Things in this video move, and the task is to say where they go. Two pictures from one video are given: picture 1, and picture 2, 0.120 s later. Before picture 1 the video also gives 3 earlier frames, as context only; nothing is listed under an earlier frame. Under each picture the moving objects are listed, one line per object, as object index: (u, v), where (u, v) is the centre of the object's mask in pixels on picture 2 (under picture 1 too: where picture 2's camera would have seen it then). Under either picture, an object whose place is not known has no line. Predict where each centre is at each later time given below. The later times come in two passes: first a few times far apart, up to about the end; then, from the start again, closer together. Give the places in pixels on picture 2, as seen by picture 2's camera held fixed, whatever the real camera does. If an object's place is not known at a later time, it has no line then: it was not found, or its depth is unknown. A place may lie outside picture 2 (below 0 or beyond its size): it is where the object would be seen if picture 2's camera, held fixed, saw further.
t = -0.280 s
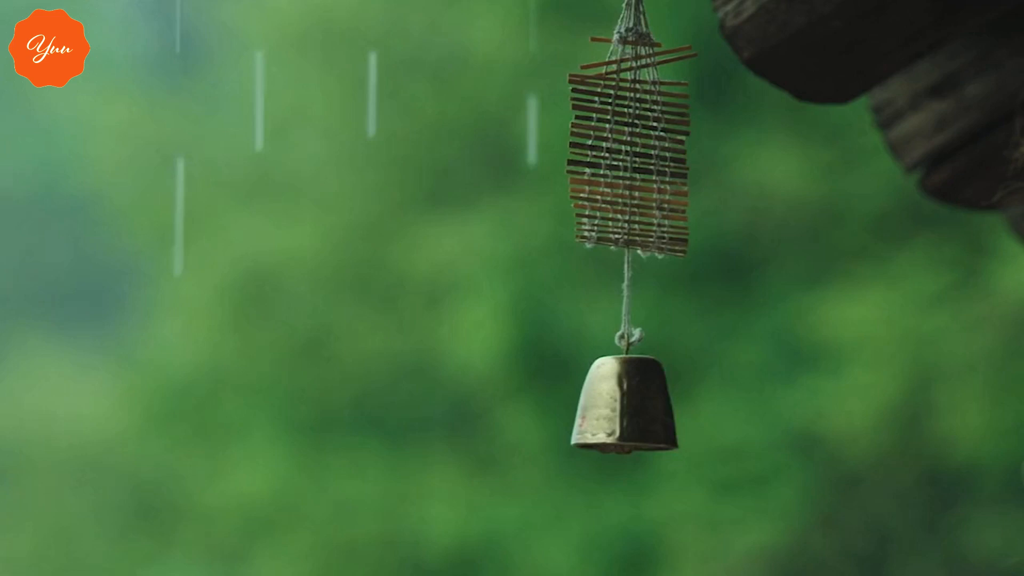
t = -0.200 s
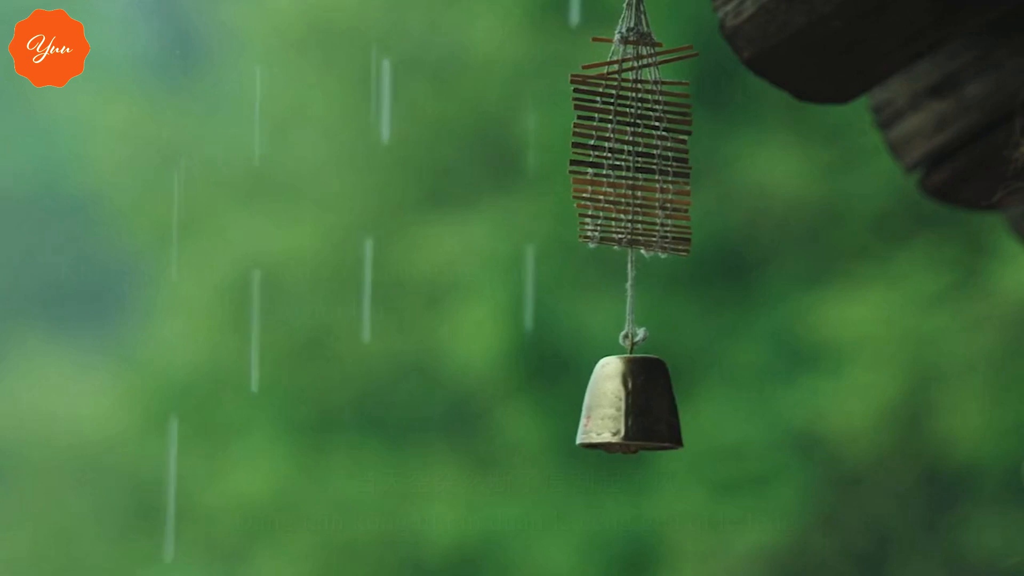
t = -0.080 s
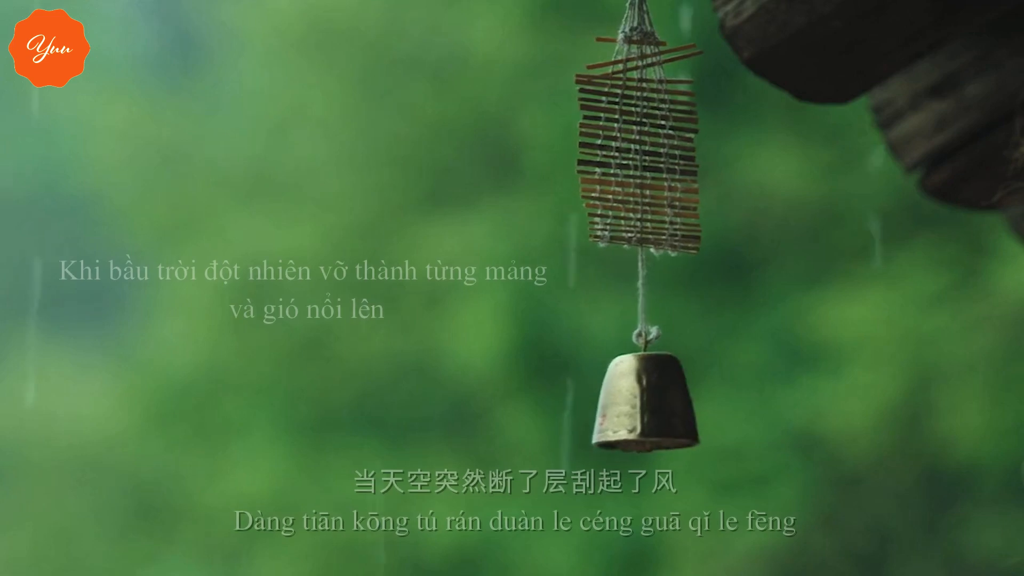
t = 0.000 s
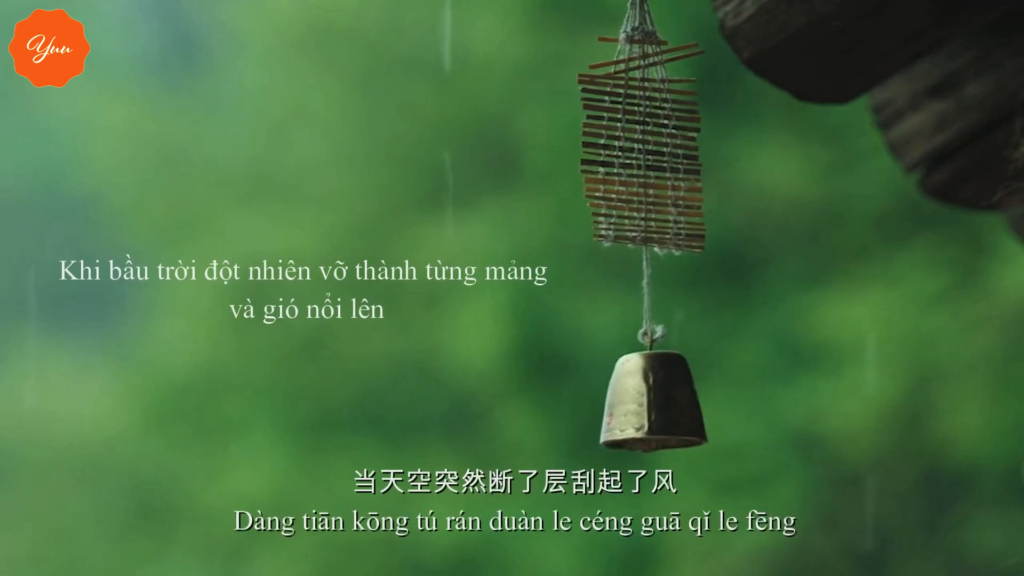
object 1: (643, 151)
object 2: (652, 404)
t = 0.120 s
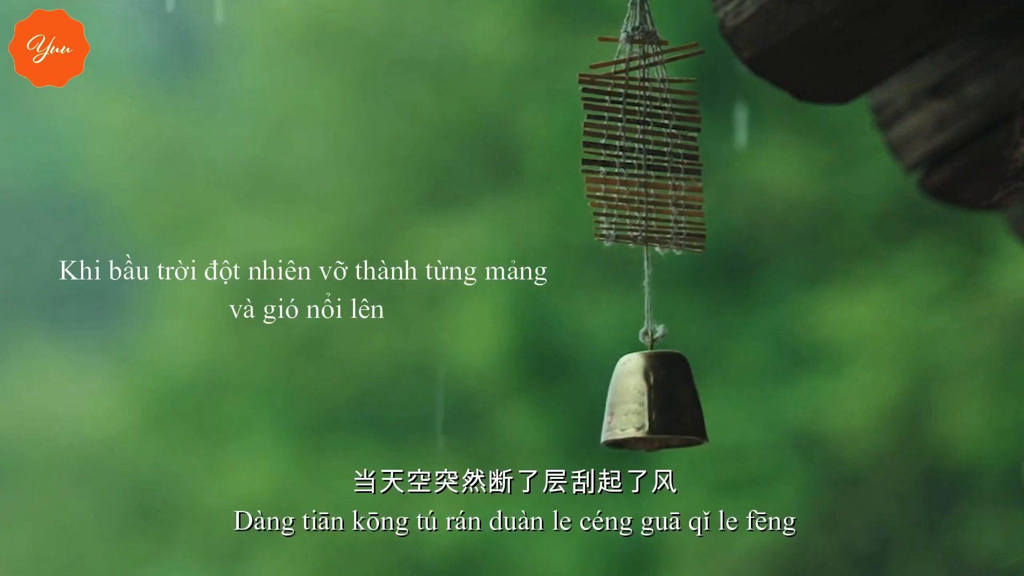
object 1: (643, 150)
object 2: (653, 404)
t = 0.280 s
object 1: (637, 151)
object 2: (638, 405)
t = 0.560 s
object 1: (626, 152)
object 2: (615, 408)
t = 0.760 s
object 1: (631, 152)
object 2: (627, 407)
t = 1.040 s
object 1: (643, 150)
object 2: (652, 404)
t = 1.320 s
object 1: (637, 151)
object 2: (638, 406)
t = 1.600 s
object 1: (626, 152)
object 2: (615, 407)
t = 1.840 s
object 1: (633, 151)
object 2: (631, 407)
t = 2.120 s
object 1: (644, 150)
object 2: (654, 404)
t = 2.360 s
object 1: (637, 151)
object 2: (638, 405)
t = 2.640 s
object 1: (626, 152)
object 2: (615, 408)
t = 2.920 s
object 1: (633, 151)
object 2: (631, 407)
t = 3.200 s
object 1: (644, 150)
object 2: (654, 404)
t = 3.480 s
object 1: (634, 151)
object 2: (632, 406)
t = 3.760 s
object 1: (626, 152)
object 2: (616, 408)
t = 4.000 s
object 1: (633, 151)
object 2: (631, 407)
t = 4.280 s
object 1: (644, 150)
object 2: (654, 404)
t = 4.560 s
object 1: (634, 151)
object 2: (633, 406)
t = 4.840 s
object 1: (626, 152)
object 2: (616, 408)
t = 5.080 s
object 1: (636, 151)
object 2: (636, 406)
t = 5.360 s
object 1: (640, 150)
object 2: (651, 404)
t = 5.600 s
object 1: (634, 151)
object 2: (632, 406)
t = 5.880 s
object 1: (626, 152)
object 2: (616, 407)
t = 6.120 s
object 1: (636, 151)
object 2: (636, 406)
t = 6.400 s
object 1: (644, 150)
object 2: (654, 404)
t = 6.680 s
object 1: (632, 151)
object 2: (628, 406)
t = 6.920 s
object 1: (626, 152)
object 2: (616, 407)
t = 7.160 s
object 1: (636, 151)
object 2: (636, 406)
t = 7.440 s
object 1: (644, 150)
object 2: (654, 404)
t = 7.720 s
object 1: (632, 151)
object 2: (628, 406)
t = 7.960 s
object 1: (626, 152)
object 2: (616, 407)
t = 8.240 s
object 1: (638, 151)
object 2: (641, 406)
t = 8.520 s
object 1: (643, 150)
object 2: (653, 404)
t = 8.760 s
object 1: (632, 151)
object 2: (628, 406)
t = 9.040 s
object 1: (626, 152)
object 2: (616, 407)
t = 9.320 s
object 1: (638, 151)
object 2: (641, 405)
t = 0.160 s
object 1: (642, 150)
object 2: (650, 404)
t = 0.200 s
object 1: (641, 150)
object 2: (647, 404)
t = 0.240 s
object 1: (639, 151)
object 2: (642, 405)
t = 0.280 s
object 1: (637, 151)
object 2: (638, 405)
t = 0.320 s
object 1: (634, 151)
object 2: (632, 406)
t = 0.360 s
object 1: (632, 151)
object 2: (628, 406)
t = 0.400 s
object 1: (630, 152)
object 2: (623, 407)
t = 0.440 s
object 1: (628, 152)
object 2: (619, 407)
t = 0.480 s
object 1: (627, 152)
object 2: (616, 407)
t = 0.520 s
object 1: (626, 152)
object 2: (615, 407)
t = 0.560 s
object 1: (626, 152)
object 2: (615, 408)
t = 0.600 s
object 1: (626, 152)
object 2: (616, 407)
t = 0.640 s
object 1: (627, 152)
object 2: (617, 407)
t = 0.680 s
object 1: (627, 152)
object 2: (619, 407)
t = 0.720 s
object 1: (629, 152)
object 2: (622, 407)
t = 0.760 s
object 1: (631, 152)
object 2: (627, 407)
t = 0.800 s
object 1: (633, 152)
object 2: (631, 407)
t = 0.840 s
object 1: (636, 151)
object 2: (636, 406)
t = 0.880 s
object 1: (638, 151)
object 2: (641, 405)
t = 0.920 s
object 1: (639, 151)
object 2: (643, 405)
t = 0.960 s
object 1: (640, 151)
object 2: (647, 405)
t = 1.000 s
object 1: (642, 150)
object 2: (649, 404)
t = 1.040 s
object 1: (643, 150)
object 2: (652, 404)
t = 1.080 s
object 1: (644, 150)
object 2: (654, 404)
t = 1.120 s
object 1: (644, 150)
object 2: (654, 404)
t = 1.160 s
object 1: (643, 150)
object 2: (653, 404)
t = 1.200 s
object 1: (642, 150)
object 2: (650, 404)
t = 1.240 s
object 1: (641, 150)
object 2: (647, 404)
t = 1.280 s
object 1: (639, 150)
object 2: (642, 405)
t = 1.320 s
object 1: (637, 151)
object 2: (638, 406)
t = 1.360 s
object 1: (634, 151)
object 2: (633, 406)
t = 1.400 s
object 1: (632, 151)
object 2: (628, 406)
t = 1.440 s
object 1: (630, 152)
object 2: (623, 407)
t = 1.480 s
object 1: (628, 152)
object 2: (619, 407)
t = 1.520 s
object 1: (627, 152)
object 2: (616, 407)
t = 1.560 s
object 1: (626, 152)
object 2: (615, 407)
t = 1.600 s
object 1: (626, 152)
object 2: (615, 407)
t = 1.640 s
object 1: (626, 152)
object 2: (616, 408)
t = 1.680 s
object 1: (627, 152)
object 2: (617, 407)
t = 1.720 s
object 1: (627, 152)
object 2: (619, 407)
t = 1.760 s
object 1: (629, 152)
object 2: (622, 407)
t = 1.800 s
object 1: (631, 151)
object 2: (627, 407)
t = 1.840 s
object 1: (633, 151)
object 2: (631, 407)
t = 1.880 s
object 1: (636, 151)
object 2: (636, 406)
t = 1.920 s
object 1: (638, 151)
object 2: (641, 405)
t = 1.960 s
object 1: (639, 151)
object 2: (643, 405)
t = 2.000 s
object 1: (640, 150)
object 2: (647, 405)
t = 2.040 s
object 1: (642, 150)
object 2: (649, 404)
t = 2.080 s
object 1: (643, 150)
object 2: (652, 404)
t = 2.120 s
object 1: (644, 150)
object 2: (654, 404)
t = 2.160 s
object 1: (644, 150)
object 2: (654, 404)
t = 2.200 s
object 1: (643, 150)
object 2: (653, 404)
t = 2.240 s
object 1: (642, 150)
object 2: (650, 404)
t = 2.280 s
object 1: (641, 150)
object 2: (647, 404)
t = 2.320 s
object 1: (639, 150)
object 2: (642, 405)
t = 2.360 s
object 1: (637, 151)
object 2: (638, 405)
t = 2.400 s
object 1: (634, 151)
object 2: (632, 406)
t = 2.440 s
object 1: (632, 151)
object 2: (628, 406)
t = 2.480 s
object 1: (630, 151)
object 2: (623, 407)
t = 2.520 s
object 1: (628, 152)
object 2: (619, 407)
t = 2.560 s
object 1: (627, 152)
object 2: (616, 407)
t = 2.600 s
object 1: (626, 152)
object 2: (615, 407)
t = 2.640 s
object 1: (626, 152)
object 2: (615, 408)
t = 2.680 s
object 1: (626, 152)
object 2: (616, 408)
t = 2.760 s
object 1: (627, 152)
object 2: (617, 407)
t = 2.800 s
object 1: (627, 152)
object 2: (619, 407)
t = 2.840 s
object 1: (629, 152)
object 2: (622, 407)
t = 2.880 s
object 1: (631, 151)
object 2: (627, 407)
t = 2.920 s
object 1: (633, 151)
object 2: (631, 407)
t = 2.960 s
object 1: (635, 151)
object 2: (636, 406)
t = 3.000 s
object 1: (638, 151)
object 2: (641, 406)
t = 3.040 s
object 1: (639, 151)
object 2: (643, 405)
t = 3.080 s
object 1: (640, 150)
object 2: (647, 405)
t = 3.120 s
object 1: (642, 150)
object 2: (649, 404)
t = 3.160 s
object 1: (643, 150)
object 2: (652, 404)
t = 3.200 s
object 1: (644, 150)
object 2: (654, 404)
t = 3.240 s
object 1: (644, 150)
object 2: (654, 404)
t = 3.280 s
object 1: (643, 150)
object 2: (653, 404)
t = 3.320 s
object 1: (642, 150)
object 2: (650, 404)
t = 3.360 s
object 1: (641, 150)
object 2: (647, 404)
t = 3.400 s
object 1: (639, 150)
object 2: (642, 405)
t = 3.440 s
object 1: (637, 151)
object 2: (638, 406)
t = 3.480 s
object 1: (634, 151)
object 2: (632, 406)
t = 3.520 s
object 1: (632, 151)
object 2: (627, 406)
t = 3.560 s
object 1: (630, 151)
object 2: (623, 407)
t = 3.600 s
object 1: (628, 151)
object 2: (619, 407)
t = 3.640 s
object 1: (627, 151)
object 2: (616, 407)
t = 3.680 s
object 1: (626, 152)
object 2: (615, 407)
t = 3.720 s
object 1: (626, 152)
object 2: (615, 408)
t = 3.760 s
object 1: (626, 152)
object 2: (616, 408)
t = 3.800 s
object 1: (626, 152)
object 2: (616, 408)
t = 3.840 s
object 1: (627, 152)
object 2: (617, 407)
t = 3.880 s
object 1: (628, 152)
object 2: (619, 407)
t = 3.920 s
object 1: (629, 152)
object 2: (622, 407)
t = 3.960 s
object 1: (631, 151)
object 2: (627, 407)
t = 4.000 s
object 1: (633, 151)
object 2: (631, 407)
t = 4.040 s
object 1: (636, 151)
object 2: (636, 406)
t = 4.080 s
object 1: (638, 151)
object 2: (641, 405)
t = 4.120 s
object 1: (639, 151)
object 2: (643, 405)
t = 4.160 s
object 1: (640, 150)
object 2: (647, 405)
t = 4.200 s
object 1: (642, 150)
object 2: (649, 404)
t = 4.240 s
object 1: (643, 150)
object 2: (652, 404)
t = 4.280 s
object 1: (644, 150)
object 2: (654, 404)
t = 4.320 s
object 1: (644, 150)
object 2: (654, 404)
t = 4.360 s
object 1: (643, 150)
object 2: (653, 404)
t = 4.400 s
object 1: (642, 150)
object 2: (650, 404)
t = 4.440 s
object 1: (641, 150)
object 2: (647, 404)
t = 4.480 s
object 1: (639, 150)
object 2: (642, 405)
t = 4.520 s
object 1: (637, 151)
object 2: (638, 405)
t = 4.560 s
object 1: (634, 151)
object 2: (633, 406)
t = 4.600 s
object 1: (632, 151)
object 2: (628, 406)
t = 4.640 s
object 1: (630, 151)
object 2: (623, 407)
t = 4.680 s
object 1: (628, 152)
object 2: (619, 407)
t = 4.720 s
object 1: (627, 152)
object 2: (616, 407)
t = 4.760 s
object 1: (626, 152)
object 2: (615, 407)
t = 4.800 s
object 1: (626, 152)
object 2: (615, 408)
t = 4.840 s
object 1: (626, 152)
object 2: (616, 408)
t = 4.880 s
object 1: (627, 152)
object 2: (617, 407)
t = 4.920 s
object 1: (627, 152)
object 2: (619, 407)
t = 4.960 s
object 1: (629, 152)
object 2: (622, 407)
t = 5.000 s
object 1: (631, 152)
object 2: (627, 407)
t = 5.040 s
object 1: (633, 151)
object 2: (631, 407)
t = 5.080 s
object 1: (636, 151)
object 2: (636, 406)
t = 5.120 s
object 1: (638, 151)
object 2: (641, 405)
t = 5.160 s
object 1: (639, 150)
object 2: (643, 405)
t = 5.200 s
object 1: (641, 150)
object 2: (646, 405)
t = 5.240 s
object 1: (642, 150)
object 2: (649, 404)
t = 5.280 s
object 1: (641, 150)
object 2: (650, 404)
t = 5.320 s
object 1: (640, 150)
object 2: (651, 404)
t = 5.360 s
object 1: (640, 150)
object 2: (651, 404)
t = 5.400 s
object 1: (640, 150)
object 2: (650, 404)
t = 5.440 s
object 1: (642, 150)
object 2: (650, 404)
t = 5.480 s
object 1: (641, 150)
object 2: (647, 404)
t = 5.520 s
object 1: (639, 150)
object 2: (642, 405)
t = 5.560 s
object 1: (637, 150)
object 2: (638, 405)
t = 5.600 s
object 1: (634, 151)
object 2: (632, 406)
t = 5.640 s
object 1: (632, 151)
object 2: (628, 406)
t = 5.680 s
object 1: (630, 151)
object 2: (623, 407)
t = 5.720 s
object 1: (628, 151)
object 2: (619, 407)
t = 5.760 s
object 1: (627, 151)
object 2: (616, 407)
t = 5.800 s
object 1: (626, 152)
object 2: (615, 407)
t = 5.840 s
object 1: (626, 152)
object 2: (615, 407)
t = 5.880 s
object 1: (626, 152)
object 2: (616, 407)
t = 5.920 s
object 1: (627, 152)
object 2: (617, 407)
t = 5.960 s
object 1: (627, 152)
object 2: (619, 407)
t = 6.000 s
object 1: (629, 152)
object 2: (622, 407)
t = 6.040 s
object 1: (631, 152)
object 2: (627, 407)
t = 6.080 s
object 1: (633, 151)
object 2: (631, 407)
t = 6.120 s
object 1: (636, 151)
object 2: (636, 406)
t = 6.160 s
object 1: (638, 151)
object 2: (641, 405)
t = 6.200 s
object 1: (639, 151)
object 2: (643, 405)
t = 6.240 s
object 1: (640, 150)
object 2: (647, 405)
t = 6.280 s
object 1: (642, 150)
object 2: (649, 404)
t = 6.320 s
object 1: (643, 150)
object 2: (652, 404)
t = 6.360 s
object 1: (644, 150)
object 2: (654, 404)
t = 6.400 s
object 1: (644, 150)
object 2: (654, 404)
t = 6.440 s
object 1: (643, 150)
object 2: (653, 404)
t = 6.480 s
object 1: (642, 150)
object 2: (650, 404)
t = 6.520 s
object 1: (641, 150)
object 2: (647, 404)
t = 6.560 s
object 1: (639, 150)
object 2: (642, 405)
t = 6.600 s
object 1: (637, 151)
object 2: (638, 405)
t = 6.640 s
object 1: (634, 151)
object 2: (633, 406)
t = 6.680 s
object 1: (632, 151)
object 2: (628, 406)
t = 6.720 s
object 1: (630, 151)
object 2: (623, 407)
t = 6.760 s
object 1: (628, 152)
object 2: (619, 407)
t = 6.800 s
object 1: (627, 152)
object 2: (616, 407)
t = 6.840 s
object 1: (626, 152)
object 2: (615, 407)
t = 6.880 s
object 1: (626, 152)
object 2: (615, 407)
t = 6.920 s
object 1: (626, 152)
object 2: (616, 407)
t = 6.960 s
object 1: (627, 152)
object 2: (617, 407)
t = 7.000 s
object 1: (627, 152)
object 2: (619, 407)
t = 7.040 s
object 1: (629, 152)
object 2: (622, 407)
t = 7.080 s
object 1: (631, 152)
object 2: (627, 407)
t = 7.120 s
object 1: (633, 151)
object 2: (631, 407)
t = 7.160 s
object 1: (636, 151)
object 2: (636, 406)
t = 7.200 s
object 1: (638, 151)
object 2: (641, 406)
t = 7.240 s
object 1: (639, 151)
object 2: (643, 405)
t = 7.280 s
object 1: (640, 150)
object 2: (647, 405)
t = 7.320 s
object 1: (642, 150)
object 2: (649, 404)
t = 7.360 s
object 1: (643, 150)
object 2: (652, 404)
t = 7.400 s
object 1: (644, 150)
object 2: (654, 404)
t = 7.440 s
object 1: (644, 150)
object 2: (654, 404)
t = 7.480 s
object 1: (643, 150)
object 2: (653, 404)
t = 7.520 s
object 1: (642, 150)
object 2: (650, 404)
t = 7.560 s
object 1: (641, 150)
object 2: (647, 404)
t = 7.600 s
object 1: (639, 150)
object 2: (642, 405)
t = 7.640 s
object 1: (637, 151)
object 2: (638, 405)
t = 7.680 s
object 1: (634, 151)
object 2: (633, 406)
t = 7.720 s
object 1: (632, 151)
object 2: (628, 406)
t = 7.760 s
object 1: (630, 151)
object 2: (623, 407)
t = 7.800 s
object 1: (628, 152)
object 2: (619, 407)
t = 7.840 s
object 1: (627, 152)
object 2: (616, 407)
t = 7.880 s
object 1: (626, 152)
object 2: (615, 407)
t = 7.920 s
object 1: (626, 152)
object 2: (615, 408)
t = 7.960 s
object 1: (626, 152)
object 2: (616, 407)
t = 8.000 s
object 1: (627, 152)
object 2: (617, 407)
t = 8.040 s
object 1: (627, 152)
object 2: (619, 407)
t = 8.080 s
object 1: (629, 152)
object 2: (622, 407)
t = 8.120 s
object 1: (631, 151)
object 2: (627, 407)
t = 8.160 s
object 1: (633, 151)
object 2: (631, 407)
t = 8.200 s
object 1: (635, 151)
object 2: (636, 406)
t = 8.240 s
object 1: (638, 151)
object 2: (641, 406)
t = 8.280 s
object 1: (639, 150)
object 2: (643, 405)
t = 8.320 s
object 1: (640, 150)
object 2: (647, 405)
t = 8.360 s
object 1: (642, 150)
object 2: (649, 404)
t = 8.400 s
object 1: (643, 150)
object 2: (652, 404)
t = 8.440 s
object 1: (644, 150)
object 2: (654, 404)
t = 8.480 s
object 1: (644, 150)
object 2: (654, 404)
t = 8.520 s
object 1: (643, 150)
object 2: (653, 404)
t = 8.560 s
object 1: (642, 150)
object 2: (650, 404)
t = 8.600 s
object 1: (641, 150)
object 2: (647, 404)
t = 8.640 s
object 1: (639, 151)
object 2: (642, 405)
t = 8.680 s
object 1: (637, 151)
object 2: (638, 405)
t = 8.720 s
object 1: (634, 151)
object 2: (633, 406)
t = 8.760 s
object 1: (632, 151)
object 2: (628, 406)
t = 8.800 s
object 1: (630, 151)
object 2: (623, 407)
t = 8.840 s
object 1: (628, 152)
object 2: (619, 407)
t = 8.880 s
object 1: (627, 152)
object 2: (616, 407)
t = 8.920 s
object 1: (626, 152)
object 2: (615, 407)
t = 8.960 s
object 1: (626, 152)
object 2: (615, 407)
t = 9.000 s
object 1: (626, 152)
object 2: (616, 407)
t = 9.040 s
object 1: (626, 152)
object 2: (616, 407)
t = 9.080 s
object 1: (627, 152)
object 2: (617, 407)
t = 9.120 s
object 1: (628, 152)
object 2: (619, 407)
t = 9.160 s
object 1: (629, 152)
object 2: (622, 407)
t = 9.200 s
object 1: (631, 151)
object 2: (627, 407)
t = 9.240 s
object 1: (633, 151)
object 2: (631, 407)
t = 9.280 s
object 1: (636, 151)
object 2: (636, 406)
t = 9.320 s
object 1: (638, 151)
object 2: (641, 405)
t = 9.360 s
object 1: (639, 151)
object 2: (643, 405)
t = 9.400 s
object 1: (640, 150)
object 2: (647, 405)
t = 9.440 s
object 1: (642, 150)
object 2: (649, 404)
